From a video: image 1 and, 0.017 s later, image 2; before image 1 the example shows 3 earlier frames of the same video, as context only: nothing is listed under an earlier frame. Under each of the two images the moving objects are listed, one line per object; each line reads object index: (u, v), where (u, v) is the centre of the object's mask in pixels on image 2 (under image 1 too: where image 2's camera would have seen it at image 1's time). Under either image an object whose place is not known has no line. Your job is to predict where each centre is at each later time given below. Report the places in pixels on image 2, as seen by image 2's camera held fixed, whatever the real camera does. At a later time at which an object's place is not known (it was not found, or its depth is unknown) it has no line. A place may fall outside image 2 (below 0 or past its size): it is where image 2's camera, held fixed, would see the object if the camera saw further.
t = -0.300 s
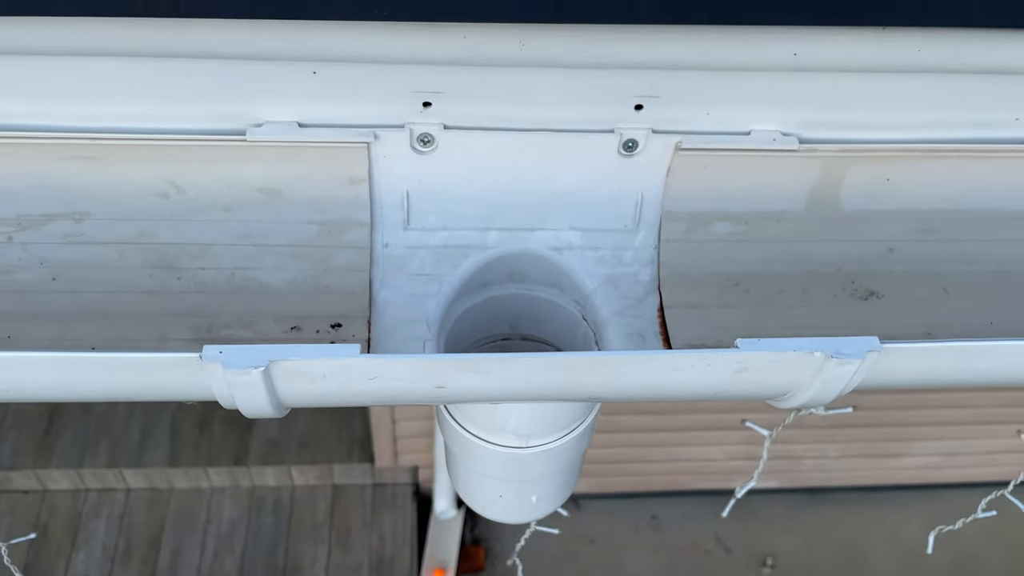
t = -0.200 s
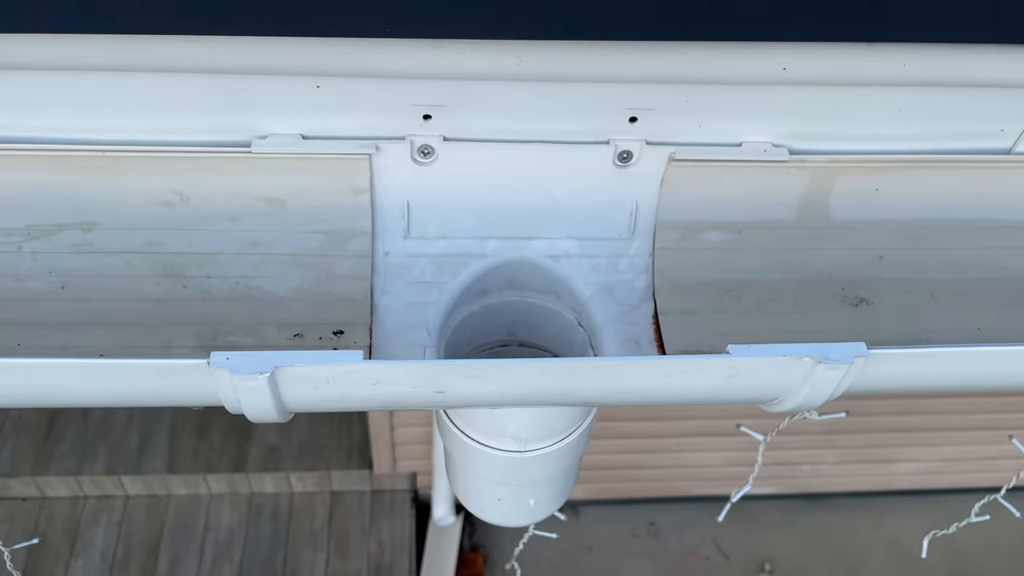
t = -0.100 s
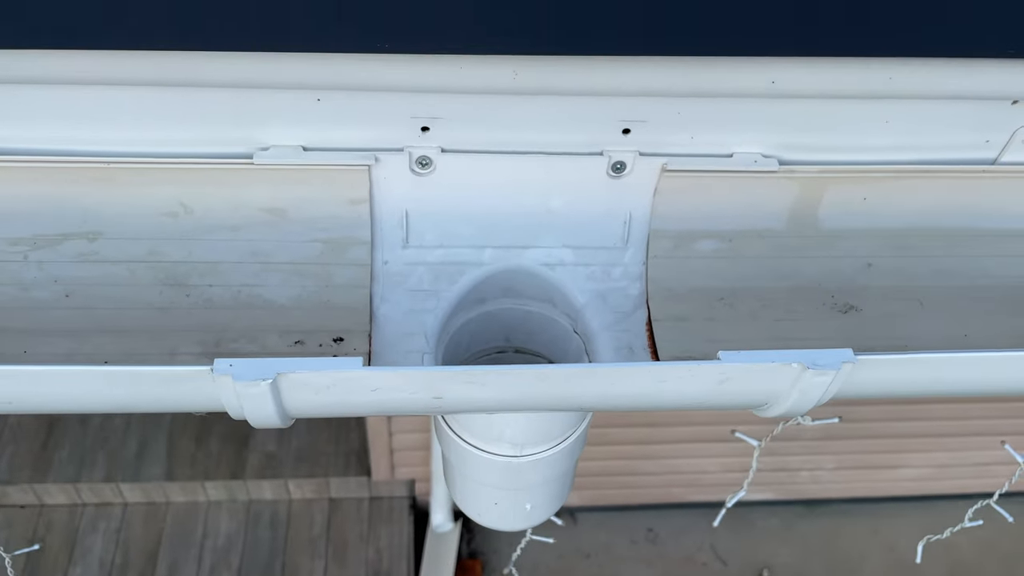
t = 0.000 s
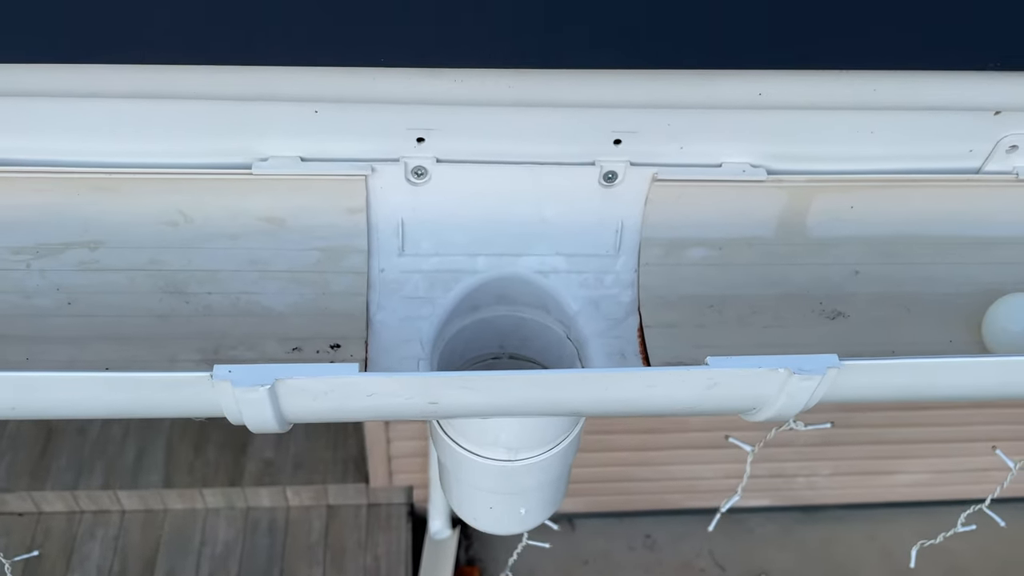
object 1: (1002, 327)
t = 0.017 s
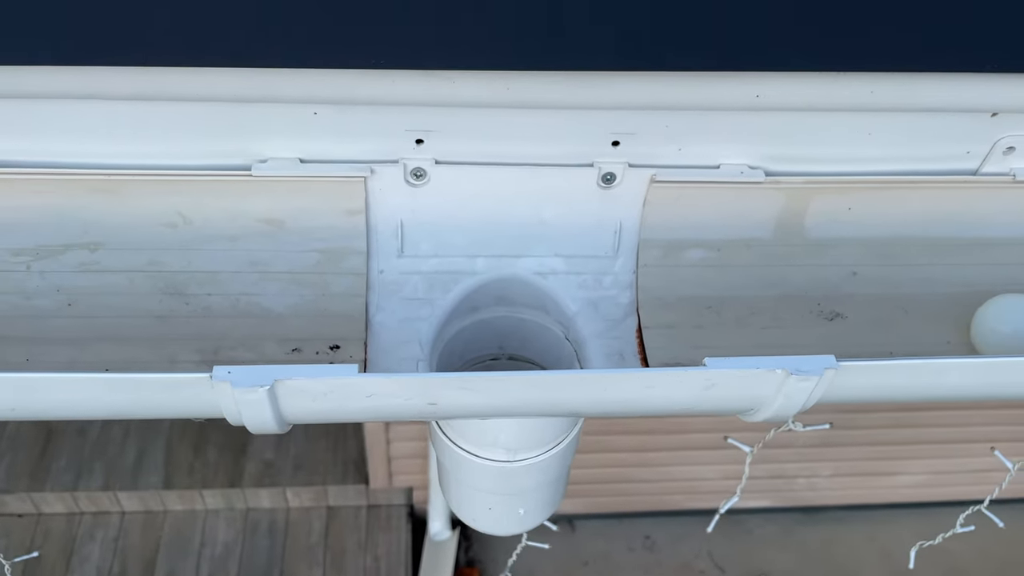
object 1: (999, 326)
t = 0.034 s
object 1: (996, 326)
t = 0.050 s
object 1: (993, 326)
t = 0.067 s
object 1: (988, 327)
